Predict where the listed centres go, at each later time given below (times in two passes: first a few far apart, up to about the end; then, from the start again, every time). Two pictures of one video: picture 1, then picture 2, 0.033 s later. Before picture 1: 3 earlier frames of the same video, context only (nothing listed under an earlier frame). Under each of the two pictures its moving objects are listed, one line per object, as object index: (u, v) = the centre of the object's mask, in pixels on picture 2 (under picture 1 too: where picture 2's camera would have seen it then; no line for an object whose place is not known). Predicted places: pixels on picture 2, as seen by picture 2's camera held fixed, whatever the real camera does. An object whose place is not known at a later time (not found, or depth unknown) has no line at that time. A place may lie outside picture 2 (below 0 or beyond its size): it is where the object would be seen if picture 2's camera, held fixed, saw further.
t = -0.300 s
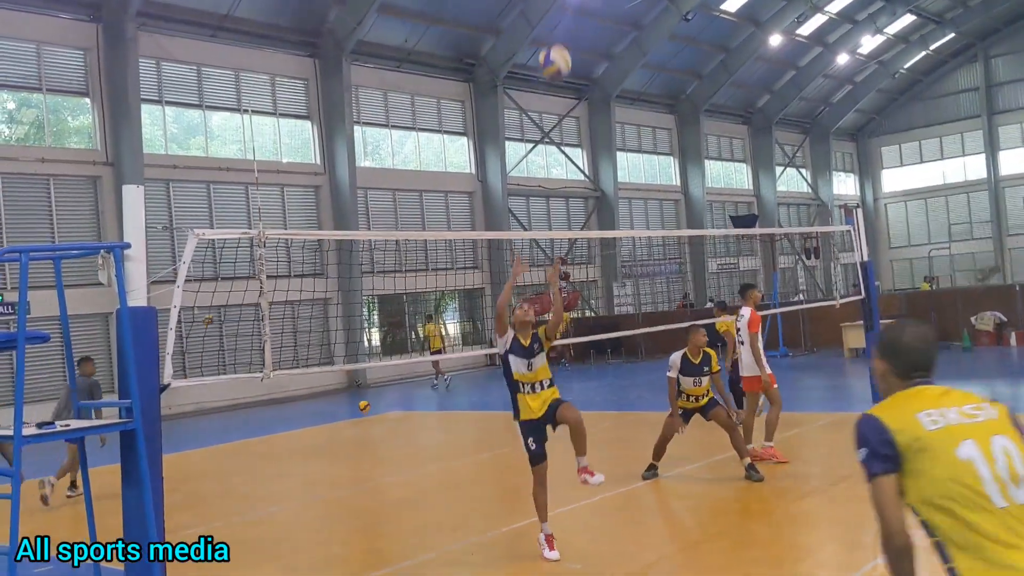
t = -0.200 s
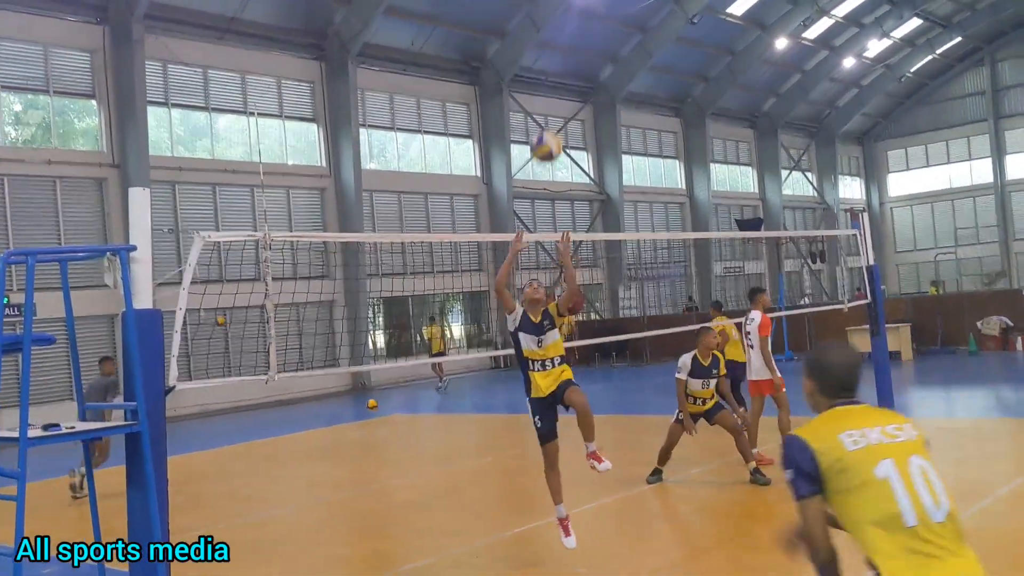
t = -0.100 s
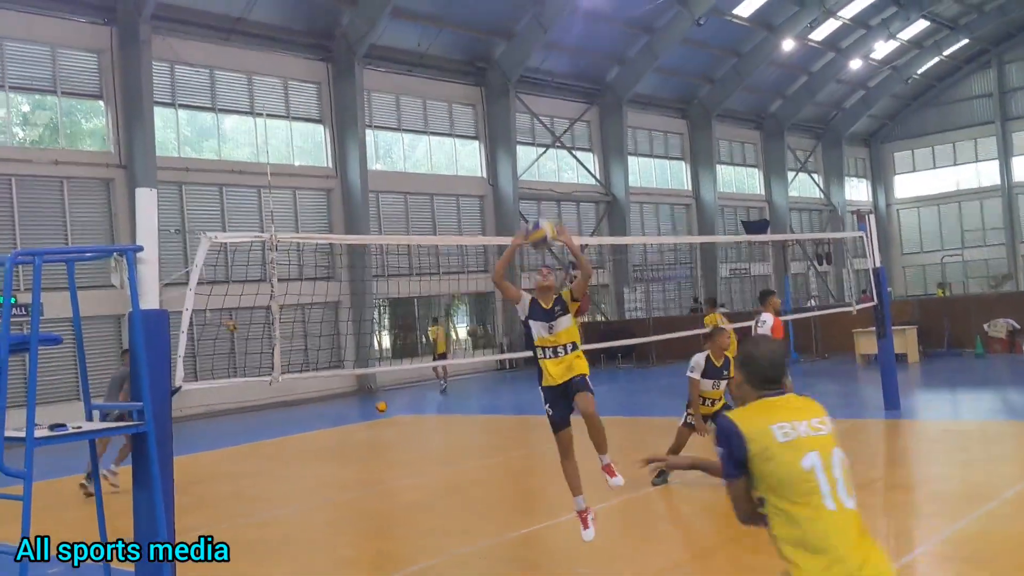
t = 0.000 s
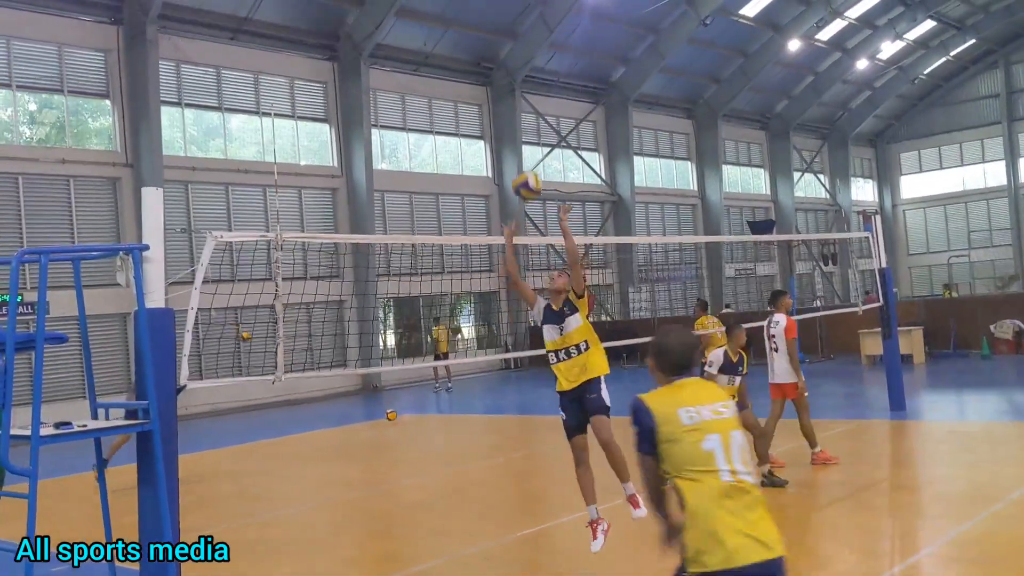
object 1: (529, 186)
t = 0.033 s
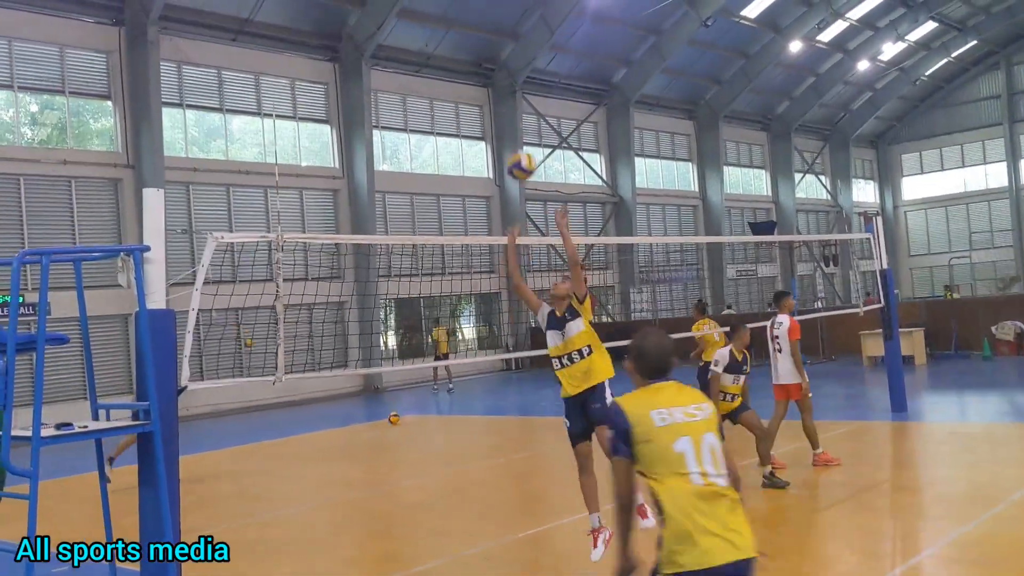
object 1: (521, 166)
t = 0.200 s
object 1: (487, 85)
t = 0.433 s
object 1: (445, 41)
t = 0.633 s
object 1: (415, 65)
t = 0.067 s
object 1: (513, 146)
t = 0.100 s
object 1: (507, 128)
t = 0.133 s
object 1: (500, 112)
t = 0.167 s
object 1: (494, 98)
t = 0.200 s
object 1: (487, 85)
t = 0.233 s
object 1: (480, 74)
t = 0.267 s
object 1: (474, 64)
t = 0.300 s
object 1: (468, 56)
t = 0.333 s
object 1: (462, 50)
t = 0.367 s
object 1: (456, 45)
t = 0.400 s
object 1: (450, 42)
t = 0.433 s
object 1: (445, 41)
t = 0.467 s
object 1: (439, 41)
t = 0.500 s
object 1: (434, 42)
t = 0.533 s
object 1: (429, 46)
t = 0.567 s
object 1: (424, 51)
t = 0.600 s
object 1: (420, 57)
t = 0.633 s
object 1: (415, 65)
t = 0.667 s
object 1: (411, 74)
